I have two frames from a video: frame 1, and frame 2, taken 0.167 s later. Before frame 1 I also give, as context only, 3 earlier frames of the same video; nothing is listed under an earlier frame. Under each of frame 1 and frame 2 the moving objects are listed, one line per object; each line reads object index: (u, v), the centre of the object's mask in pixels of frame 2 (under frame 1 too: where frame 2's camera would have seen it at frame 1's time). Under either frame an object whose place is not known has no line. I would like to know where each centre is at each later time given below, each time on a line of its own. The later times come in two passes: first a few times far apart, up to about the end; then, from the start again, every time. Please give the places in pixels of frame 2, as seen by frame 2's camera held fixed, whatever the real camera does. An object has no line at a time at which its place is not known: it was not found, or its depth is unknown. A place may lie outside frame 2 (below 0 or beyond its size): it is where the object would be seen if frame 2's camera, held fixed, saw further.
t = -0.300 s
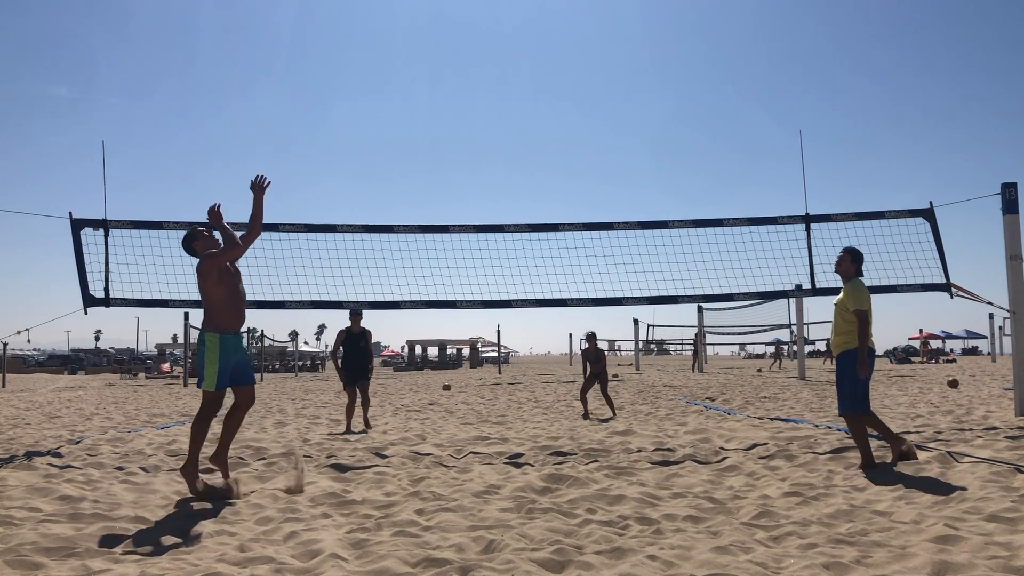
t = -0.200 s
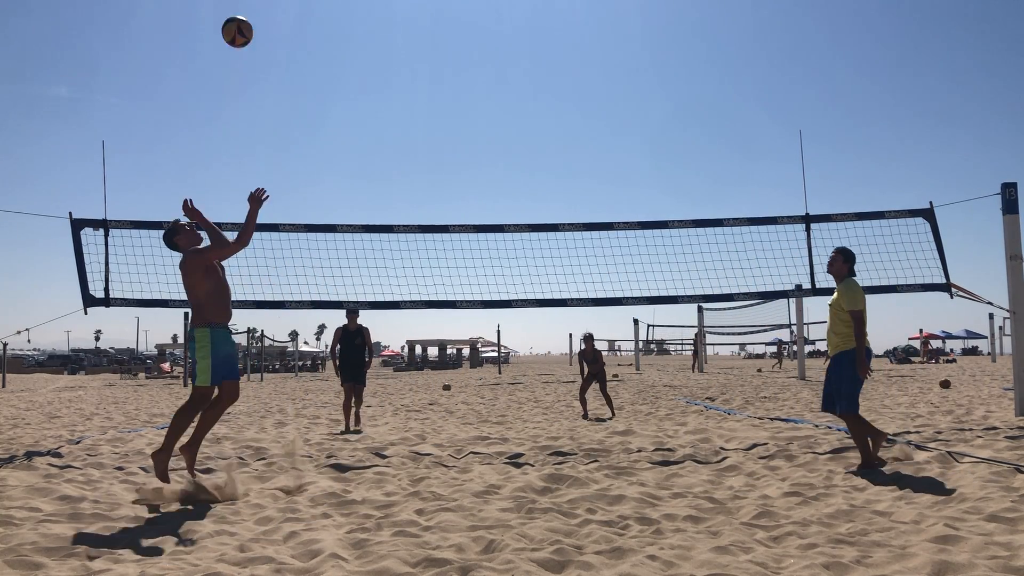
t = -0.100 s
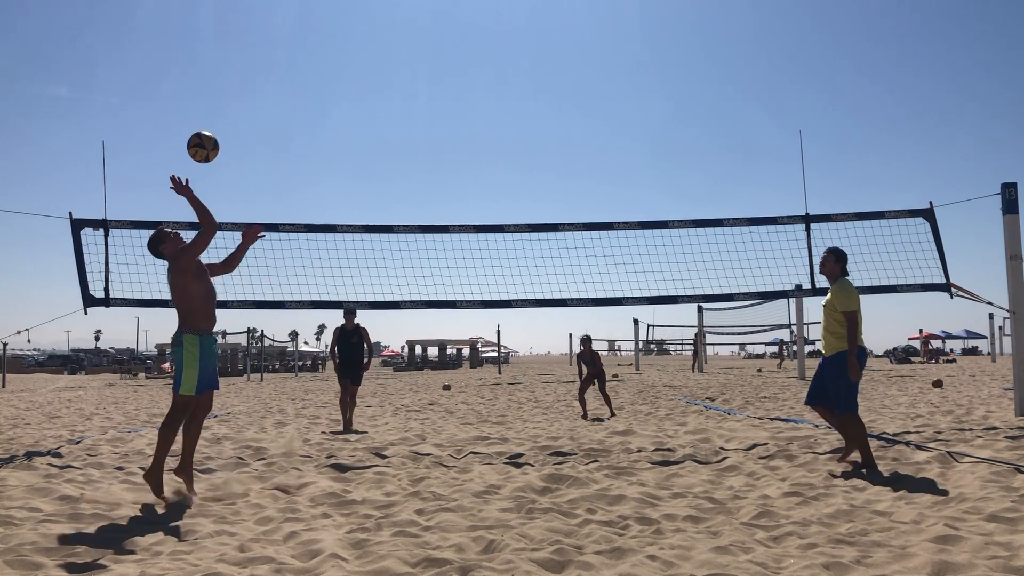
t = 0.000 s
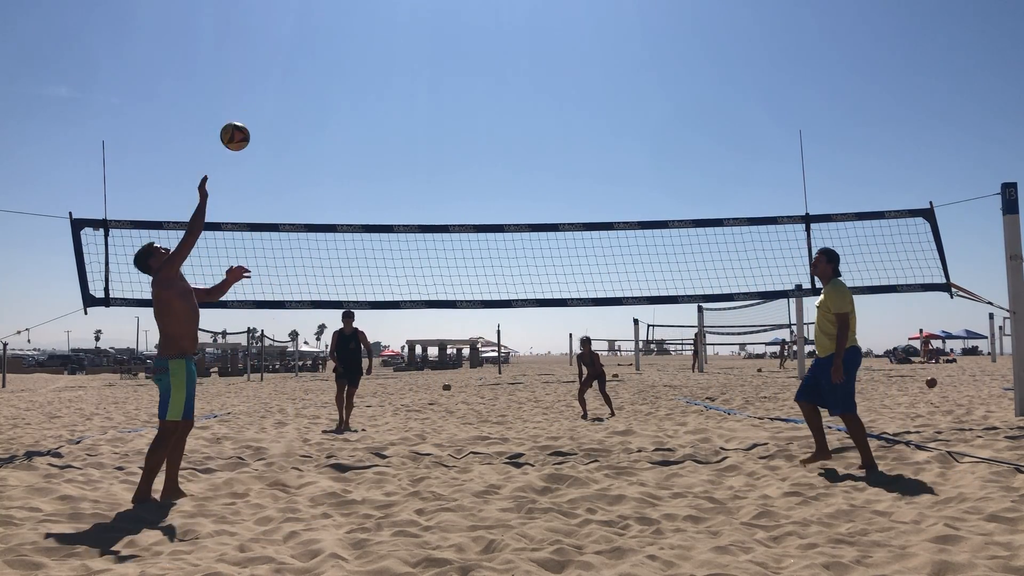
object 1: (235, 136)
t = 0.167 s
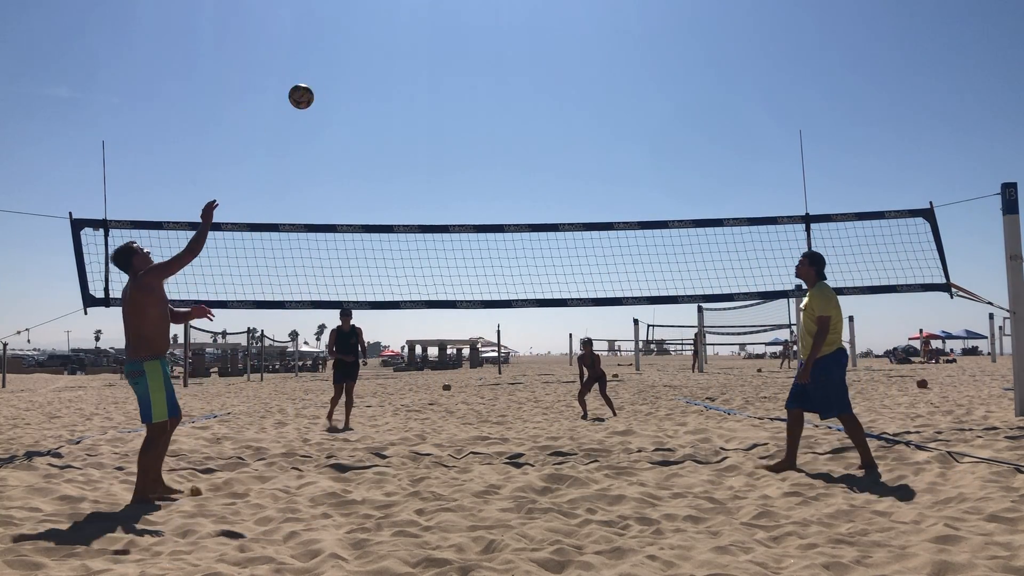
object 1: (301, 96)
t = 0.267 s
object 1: (331, 91)
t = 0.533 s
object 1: (391, 122)
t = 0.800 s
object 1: (430, 197)
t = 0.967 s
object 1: (447, 258)
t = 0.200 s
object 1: (312, 93)
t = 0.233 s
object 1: (322, 92)
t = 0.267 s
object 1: (331, 91)
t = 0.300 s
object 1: (340, 92)
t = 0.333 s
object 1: (349, 93)
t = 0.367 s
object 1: (357, 96)
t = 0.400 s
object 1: (364, 100)
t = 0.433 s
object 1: (371, 105)
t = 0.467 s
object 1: (378, 110)
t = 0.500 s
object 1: (385, 116)
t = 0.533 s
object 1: (391, 122)
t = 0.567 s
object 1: (397, 130)
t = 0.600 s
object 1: (402, 138)
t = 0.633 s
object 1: (407, 146)
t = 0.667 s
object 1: (412, 156)
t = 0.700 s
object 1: (417, 165)
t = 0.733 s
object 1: (421, 175)
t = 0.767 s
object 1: (426, 186)
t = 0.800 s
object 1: (430, 197)
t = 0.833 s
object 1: (433, 208)
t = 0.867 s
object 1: (437, 219)
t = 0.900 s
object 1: (441, 236)
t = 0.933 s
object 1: (444, 245)
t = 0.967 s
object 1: (447, 258)
